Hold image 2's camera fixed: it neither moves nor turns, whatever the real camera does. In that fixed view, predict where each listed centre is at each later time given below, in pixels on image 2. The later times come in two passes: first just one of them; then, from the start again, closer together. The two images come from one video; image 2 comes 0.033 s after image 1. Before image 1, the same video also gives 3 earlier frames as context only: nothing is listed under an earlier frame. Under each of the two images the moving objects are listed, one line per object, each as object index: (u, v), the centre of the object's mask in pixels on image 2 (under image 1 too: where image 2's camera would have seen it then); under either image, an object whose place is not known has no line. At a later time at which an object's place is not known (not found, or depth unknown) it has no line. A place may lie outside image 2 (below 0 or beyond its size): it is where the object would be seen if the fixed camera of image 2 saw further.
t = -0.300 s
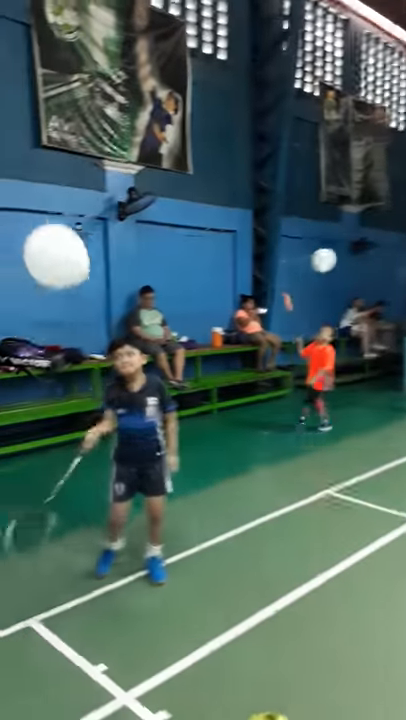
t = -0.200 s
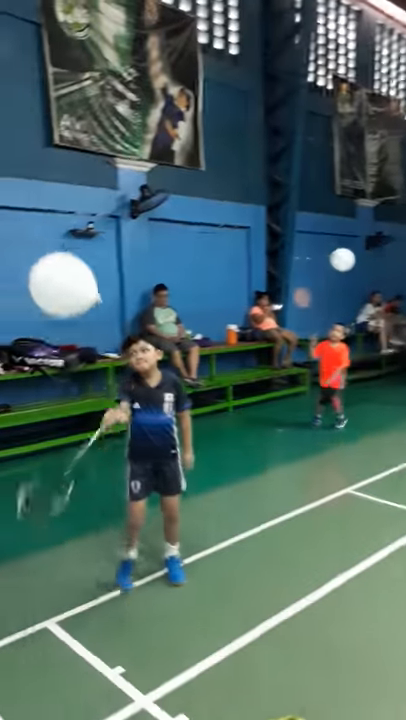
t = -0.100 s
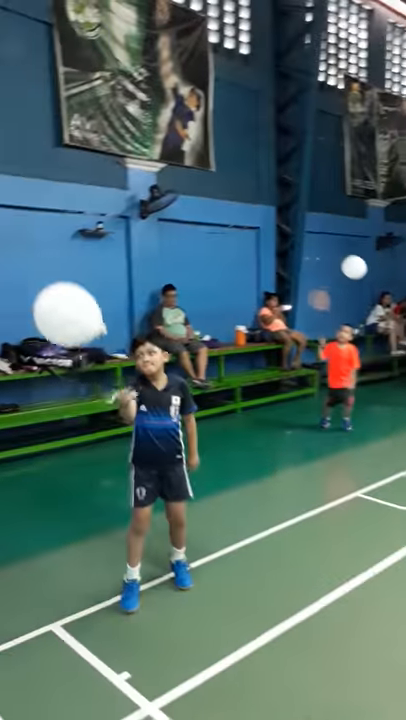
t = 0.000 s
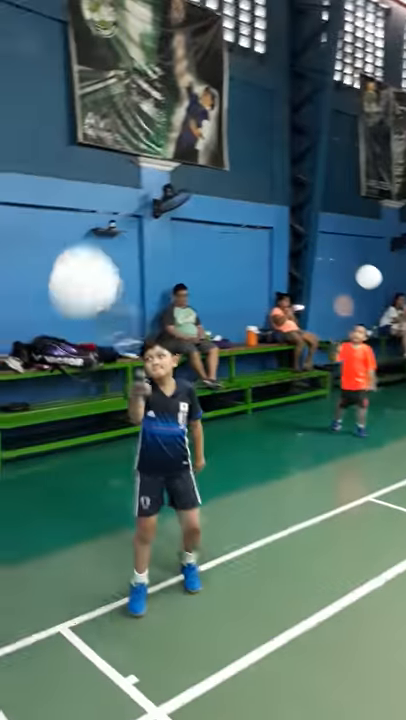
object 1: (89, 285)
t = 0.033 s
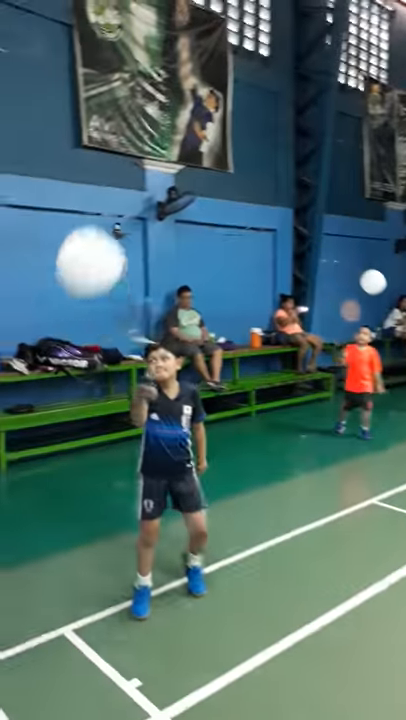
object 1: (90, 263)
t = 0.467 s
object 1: (94, 122)
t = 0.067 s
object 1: (91, 242)
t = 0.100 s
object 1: (93, 224)
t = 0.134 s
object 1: (93, 207)
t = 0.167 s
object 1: (94, 193)
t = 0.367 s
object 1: (97, 138)
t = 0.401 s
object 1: (95, 131)
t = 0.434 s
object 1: (95, 126)
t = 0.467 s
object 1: (94, 122)
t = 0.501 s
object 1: (94, 118)
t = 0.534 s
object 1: (92, 115)
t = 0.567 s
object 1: (91, 113)
